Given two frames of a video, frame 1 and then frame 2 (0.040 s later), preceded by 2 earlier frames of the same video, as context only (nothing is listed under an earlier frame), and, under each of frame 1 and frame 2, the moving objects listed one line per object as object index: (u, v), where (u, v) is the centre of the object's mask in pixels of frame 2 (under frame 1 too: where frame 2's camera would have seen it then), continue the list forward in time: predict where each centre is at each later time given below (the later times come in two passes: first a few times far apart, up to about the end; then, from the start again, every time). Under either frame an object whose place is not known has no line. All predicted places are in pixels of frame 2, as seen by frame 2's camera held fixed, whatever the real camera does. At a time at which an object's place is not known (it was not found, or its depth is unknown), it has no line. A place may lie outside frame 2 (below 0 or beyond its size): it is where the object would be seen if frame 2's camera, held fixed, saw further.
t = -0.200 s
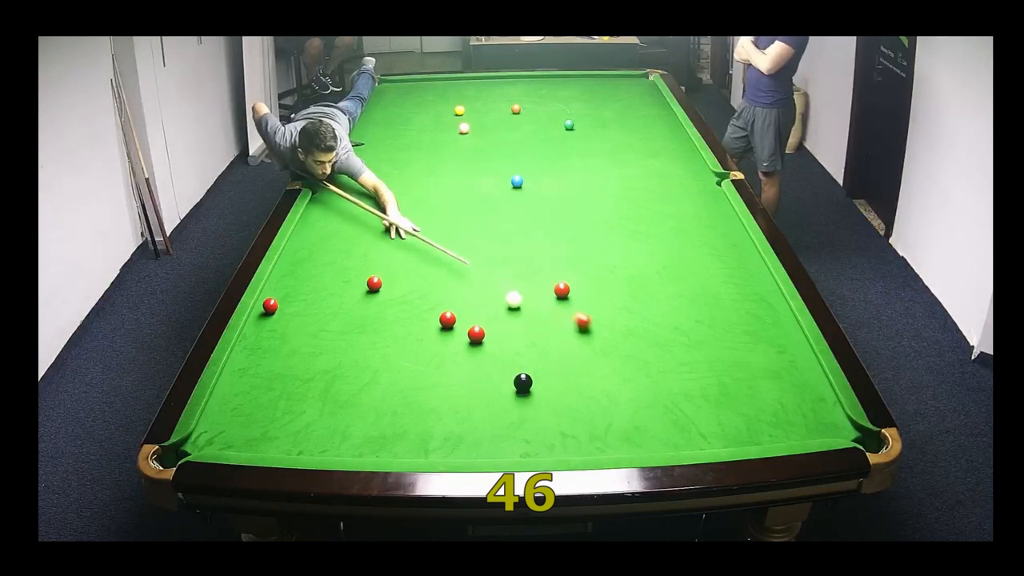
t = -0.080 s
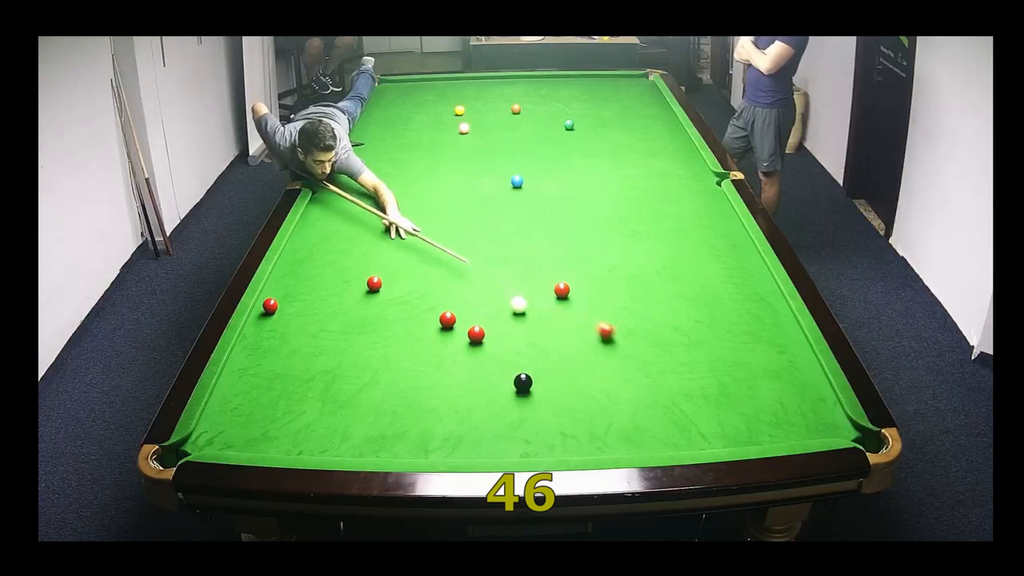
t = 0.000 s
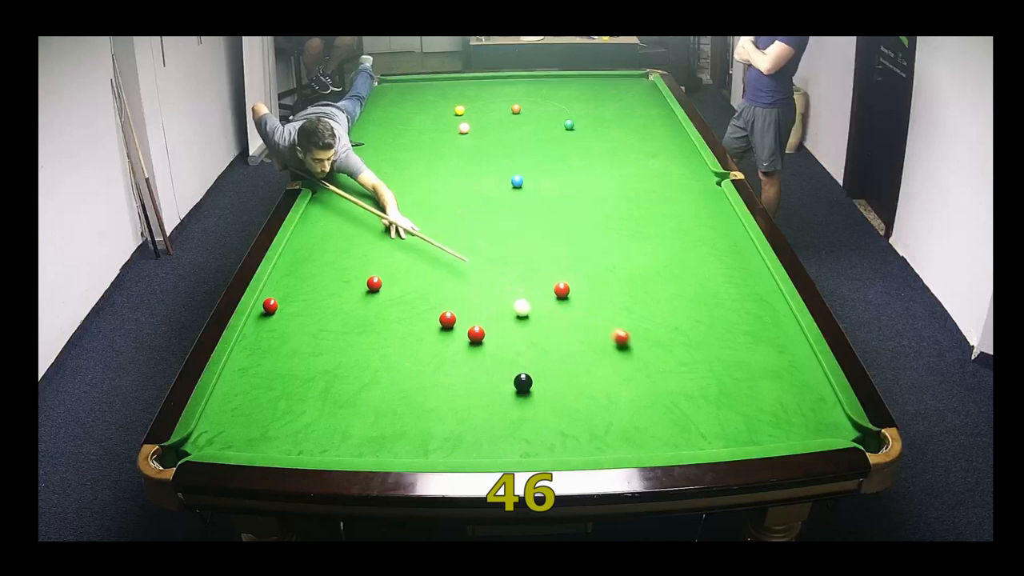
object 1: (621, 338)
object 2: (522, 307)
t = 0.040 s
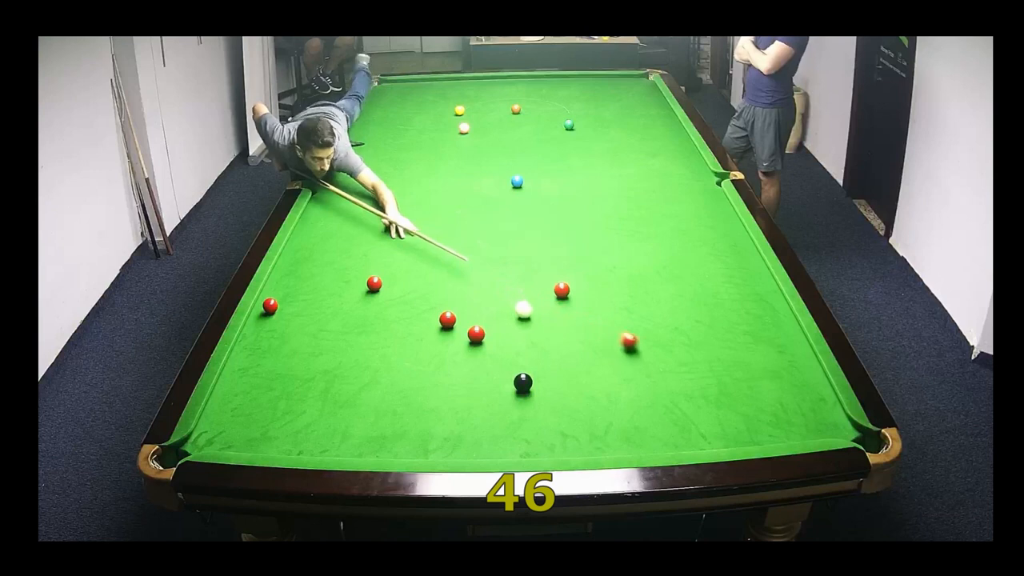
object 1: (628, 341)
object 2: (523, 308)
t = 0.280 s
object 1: (676, 361)
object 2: (533, 318)
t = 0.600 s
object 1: (740, 387)
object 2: (545, 329)
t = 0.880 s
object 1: (795, 410)
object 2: (555, 338)
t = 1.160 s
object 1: (848, 431)
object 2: (564, 346)
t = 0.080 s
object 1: (636, 344)
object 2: (525, 310)
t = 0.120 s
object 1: (644, 348)
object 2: (527, 312)
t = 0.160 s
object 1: (652, 351)
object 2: (528, 313)
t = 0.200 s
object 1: (660, 354)
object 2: (530, 315)
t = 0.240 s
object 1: (668, 357)
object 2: (531, 316)
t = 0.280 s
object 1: (676, 361)
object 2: (533, 318)
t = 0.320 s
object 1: (684, 364)
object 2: (535, 320)
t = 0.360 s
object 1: (692, 367)
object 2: (536, 321)
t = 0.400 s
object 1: (700, 371)
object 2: (537, 322)
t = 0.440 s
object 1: (708, 374)
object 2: (539, 324)
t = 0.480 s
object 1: (716, 378)
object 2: (540, 325)
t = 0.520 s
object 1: (724, 381)
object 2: (542, 327)
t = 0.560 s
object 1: (732, 384)
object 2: (544, 328)
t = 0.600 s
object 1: (740, 387)
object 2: (545, 329)
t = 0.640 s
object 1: (748, 391)
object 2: (547, 330)
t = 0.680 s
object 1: (756, 394)
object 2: (548, 332)
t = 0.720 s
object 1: (764, 397)
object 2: (550, 333)
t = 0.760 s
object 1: (772, 401)
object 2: (551, 335)
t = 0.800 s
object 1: (780, 403)
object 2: (552, 336)
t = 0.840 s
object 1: (787, 407)
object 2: (554, 337)
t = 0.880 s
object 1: (795, 410)
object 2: (555, 338)
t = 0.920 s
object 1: (803, 413)
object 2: (557, 339)
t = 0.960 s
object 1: (810, 416)
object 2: (558, 340)
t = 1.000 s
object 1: (818, 419)
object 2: (559, 342)
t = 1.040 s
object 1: (826, 422)
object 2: (561, 343)
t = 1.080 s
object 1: (833, 426)
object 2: (562, 344)
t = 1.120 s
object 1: (841, 428)
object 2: (563, 345)
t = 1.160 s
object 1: (848, 431)
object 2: (564, 346)
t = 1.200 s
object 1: (855, 434)
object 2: (566, 347)
